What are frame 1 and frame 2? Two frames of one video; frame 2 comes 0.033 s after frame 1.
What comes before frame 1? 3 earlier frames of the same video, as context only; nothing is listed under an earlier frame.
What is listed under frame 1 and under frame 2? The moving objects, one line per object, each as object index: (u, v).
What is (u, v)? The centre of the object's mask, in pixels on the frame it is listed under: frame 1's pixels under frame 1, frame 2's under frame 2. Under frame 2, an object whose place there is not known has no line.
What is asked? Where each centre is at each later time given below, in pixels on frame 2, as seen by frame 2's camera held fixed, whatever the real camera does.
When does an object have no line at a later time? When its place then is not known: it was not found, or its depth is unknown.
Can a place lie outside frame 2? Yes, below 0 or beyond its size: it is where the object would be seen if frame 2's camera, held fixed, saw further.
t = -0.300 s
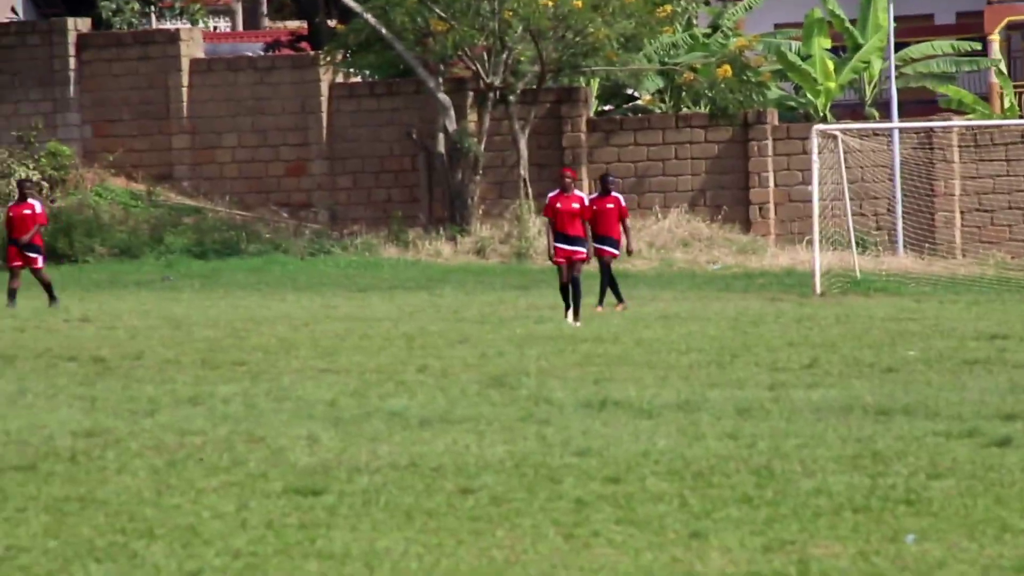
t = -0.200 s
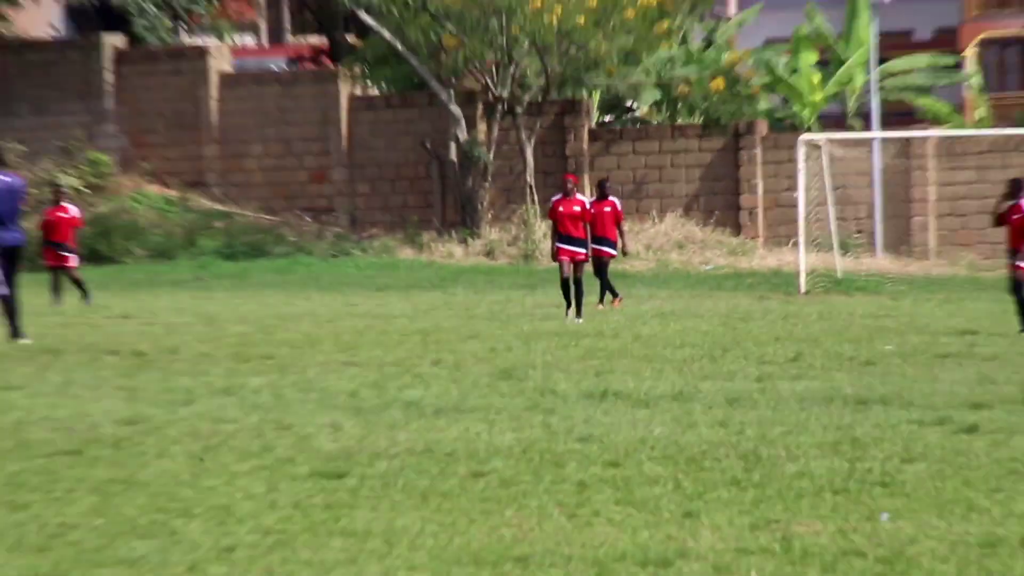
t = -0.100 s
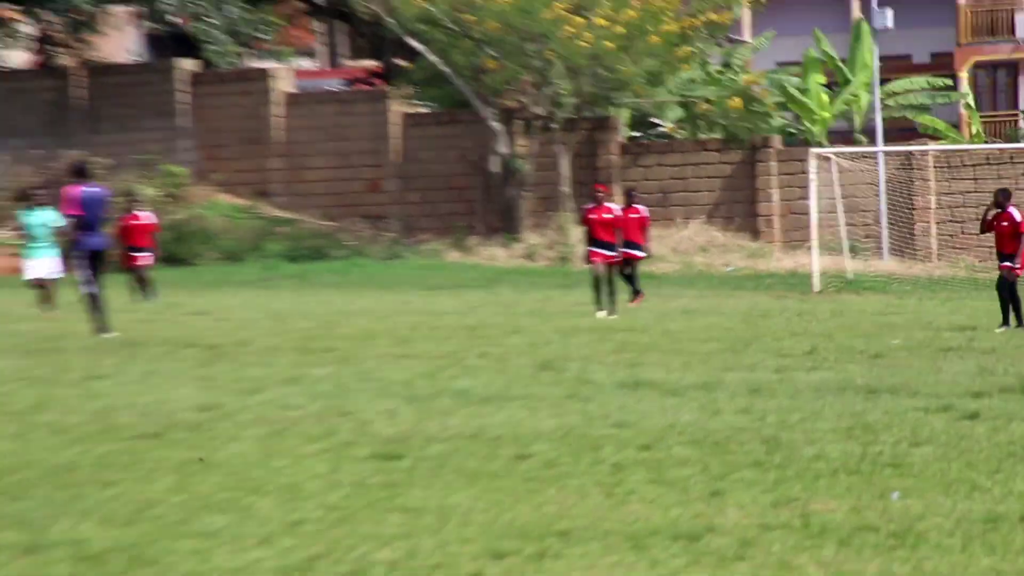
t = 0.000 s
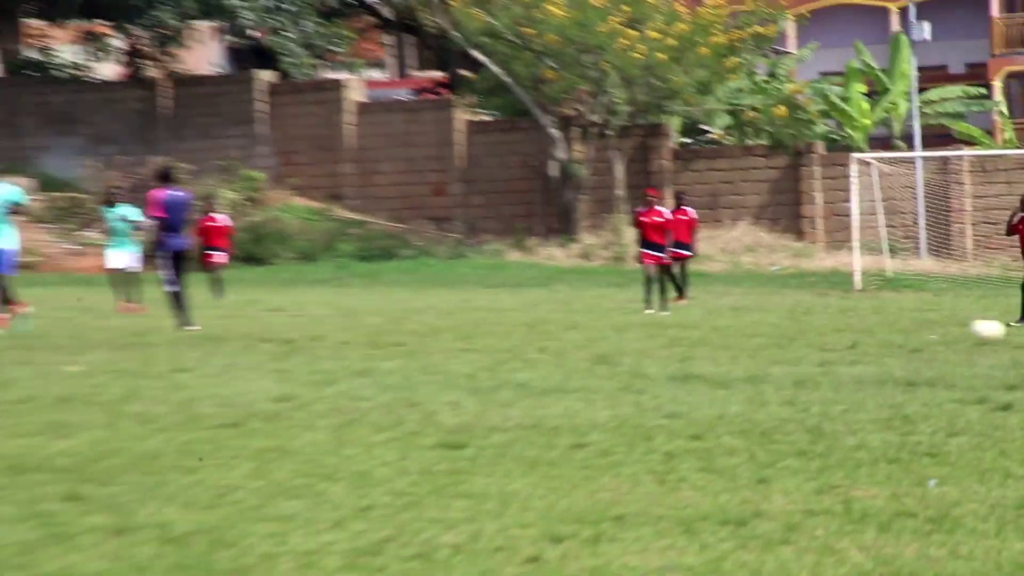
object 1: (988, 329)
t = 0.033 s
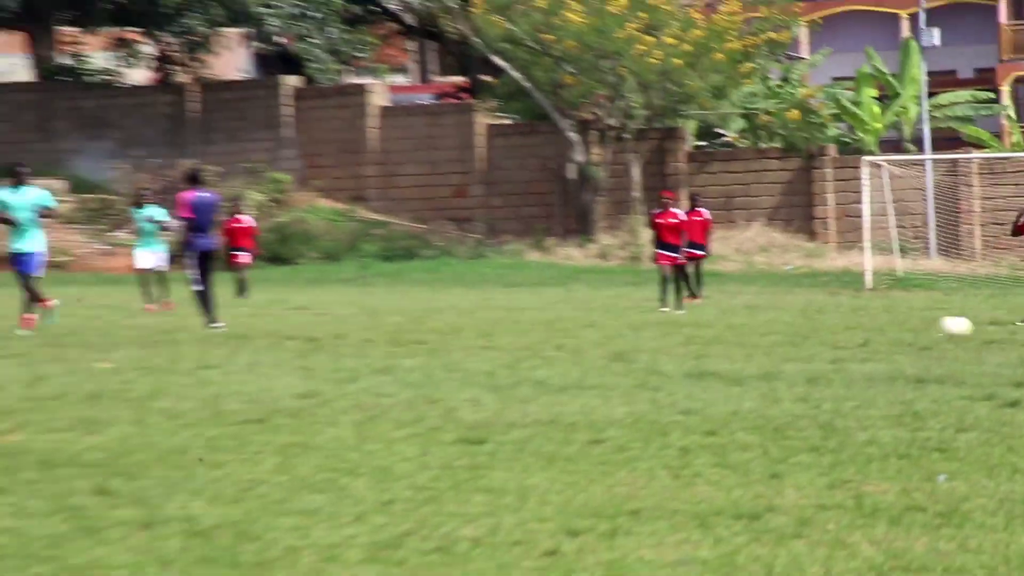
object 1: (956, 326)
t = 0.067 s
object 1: (915, 322)
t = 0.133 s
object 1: (830, 325)
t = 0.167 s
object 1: (797, 323)
